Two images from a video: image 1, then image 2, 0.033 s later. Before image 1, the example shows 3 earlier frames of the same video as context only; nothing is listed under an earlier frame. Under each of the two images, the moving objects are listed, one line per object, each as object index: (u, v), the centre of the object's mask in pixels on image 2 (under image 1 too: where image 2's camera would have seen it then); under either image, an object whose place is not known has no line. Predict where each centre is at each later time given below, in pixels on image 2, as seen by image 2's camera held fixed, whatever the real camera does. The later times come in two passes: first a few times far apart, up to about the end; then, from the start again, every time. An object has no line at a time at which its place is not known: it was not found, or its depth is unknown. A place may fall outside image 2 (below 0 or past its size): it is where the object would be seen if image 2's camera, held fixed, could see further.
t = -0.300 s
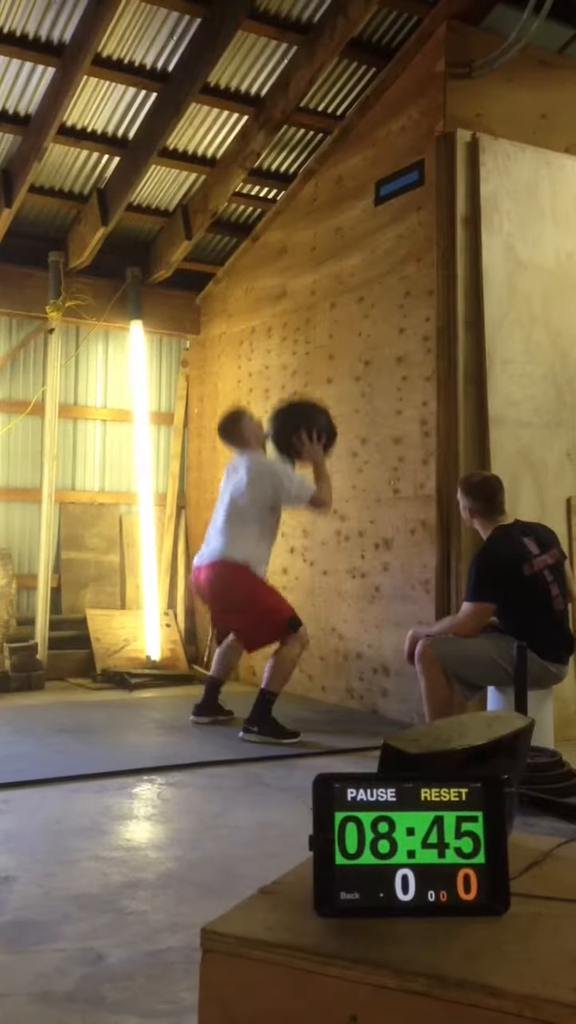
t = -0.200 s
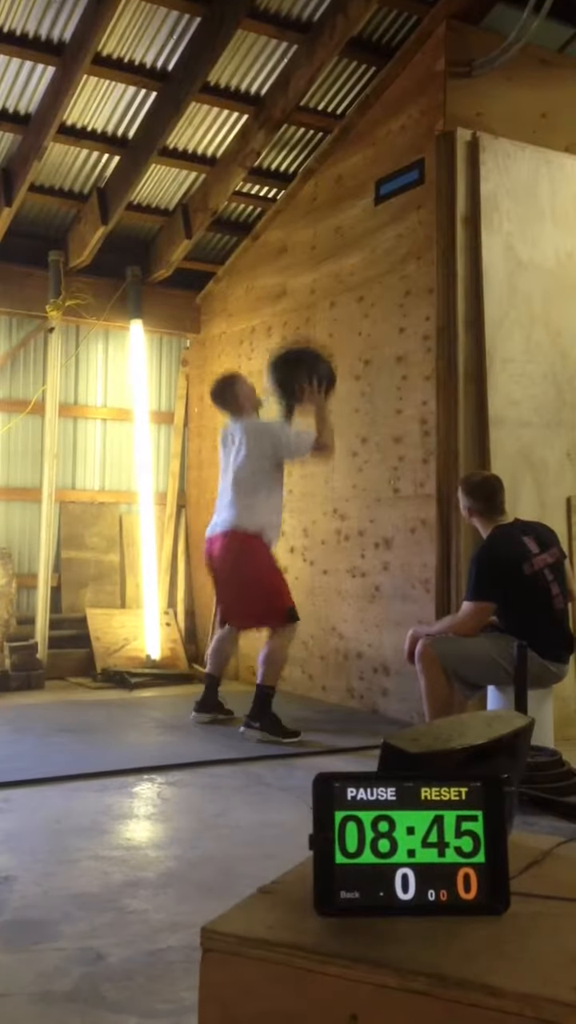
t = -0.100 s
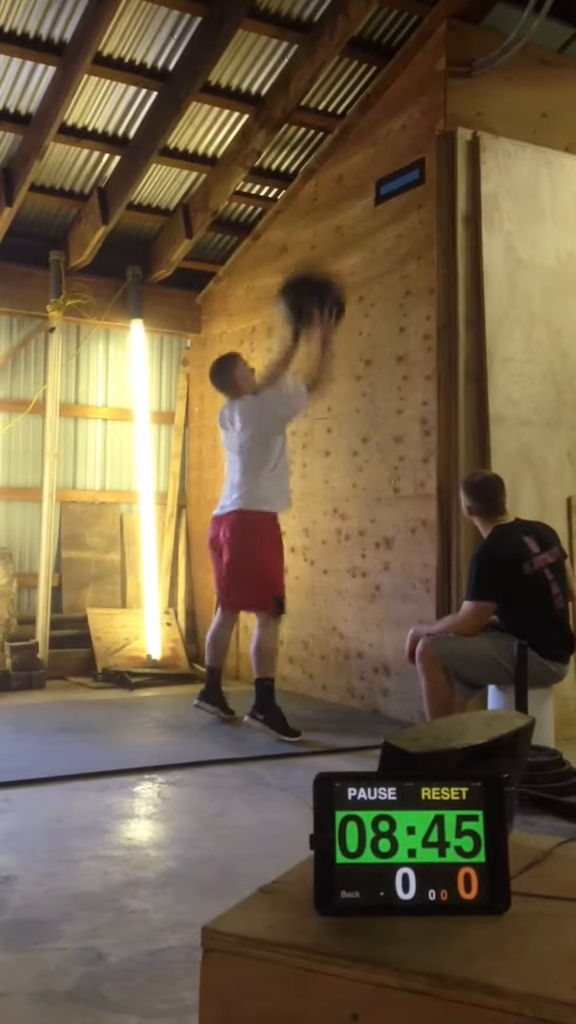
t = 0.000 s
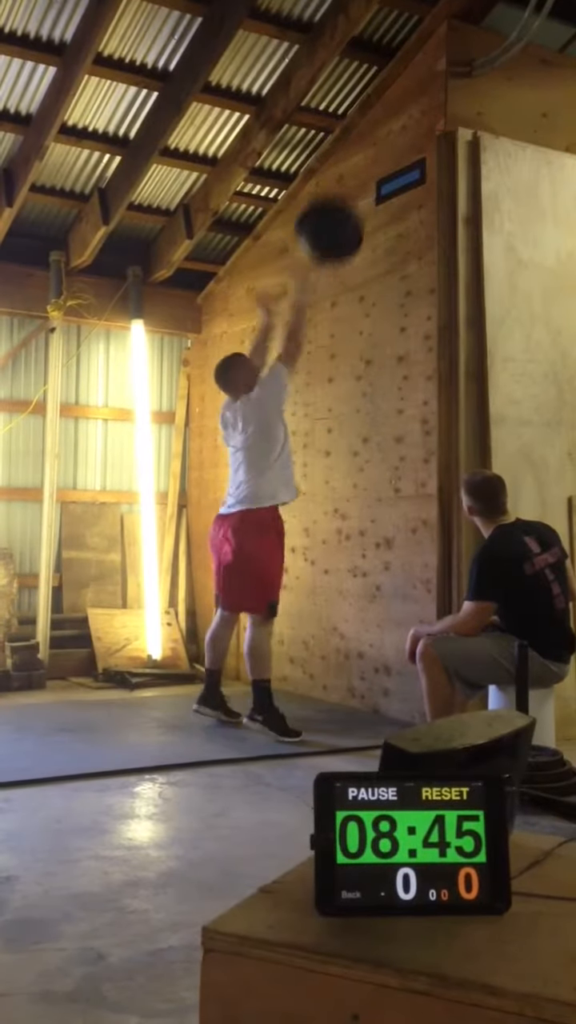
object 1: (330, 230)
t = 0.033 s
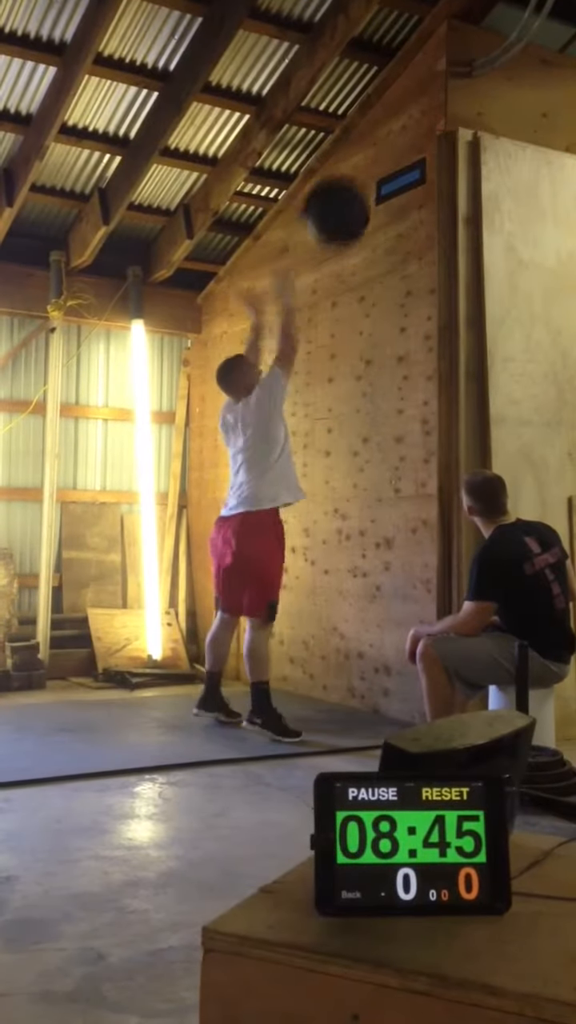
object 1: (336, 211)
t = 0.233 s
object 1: (369, 140)
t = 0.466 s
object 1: (373, 142)
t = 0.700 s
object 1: (349, 240)
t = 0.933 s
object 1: (325, 441)
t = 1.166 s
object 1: (304, 695)
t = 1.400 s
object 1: (320, 619)
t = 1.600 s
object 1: (332, 639)
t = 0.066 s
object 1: (341, 194)
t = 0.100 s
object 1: (346, 178)
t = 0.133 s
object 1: (352, 165)
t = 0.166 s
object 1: (359, 155)
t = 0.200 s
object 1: (364, 147)
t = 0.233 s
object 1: (369, 140)
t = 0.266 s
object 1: (375, 135)
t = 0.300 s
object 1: (381, 132)
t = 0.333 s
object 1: (384, 131)
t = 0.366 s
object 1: (385, 131)
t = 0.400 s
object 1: (383, 132)
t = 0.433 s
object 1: (376, 136)
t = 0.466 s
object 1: (373, 142)
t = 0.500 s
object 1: (369, 151)
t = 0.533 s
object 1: (365, 159)
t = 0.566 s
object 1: (362, 171)
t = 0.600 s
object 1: (359, 185)
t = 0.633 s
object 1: (356, 201)
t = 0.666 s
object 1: (352, 219)
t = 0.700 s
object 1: (349, 240)
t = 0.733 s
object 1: (346, 261)
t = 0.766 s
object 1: (343, 286)
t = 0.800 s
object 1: (341, 310)
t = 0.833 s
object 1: (337, 341)
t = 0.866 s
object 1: (333, 373)
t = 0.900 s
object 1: (328, 407)
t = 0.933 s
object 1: (325, 441)
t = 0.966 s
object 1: (321, 480)
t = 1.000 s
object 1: (318, 520)
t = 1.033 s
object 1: (315, 561)
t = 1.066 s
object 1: (310, 609)
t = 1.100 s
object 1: (306, 663)
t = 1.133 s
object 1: (303, 705)
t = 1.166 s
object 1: (304, 695)
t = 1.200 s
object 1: (306, 677)
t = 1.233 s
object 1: (309, 662)
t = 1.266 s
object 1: (312, 649)
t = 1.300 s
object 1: (313, 639)
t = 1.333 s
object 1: (316, 630)
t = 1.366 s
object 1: (318, 623)
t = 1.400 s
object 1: (320, 619)
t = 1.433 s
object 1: (322, 617)
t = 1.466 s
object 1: (324, 617)
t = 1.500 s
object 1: (326, 619)
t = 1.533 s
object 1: (328, 623)
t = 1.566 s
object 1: (330, 630)
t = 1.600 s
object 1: (332, 639)
